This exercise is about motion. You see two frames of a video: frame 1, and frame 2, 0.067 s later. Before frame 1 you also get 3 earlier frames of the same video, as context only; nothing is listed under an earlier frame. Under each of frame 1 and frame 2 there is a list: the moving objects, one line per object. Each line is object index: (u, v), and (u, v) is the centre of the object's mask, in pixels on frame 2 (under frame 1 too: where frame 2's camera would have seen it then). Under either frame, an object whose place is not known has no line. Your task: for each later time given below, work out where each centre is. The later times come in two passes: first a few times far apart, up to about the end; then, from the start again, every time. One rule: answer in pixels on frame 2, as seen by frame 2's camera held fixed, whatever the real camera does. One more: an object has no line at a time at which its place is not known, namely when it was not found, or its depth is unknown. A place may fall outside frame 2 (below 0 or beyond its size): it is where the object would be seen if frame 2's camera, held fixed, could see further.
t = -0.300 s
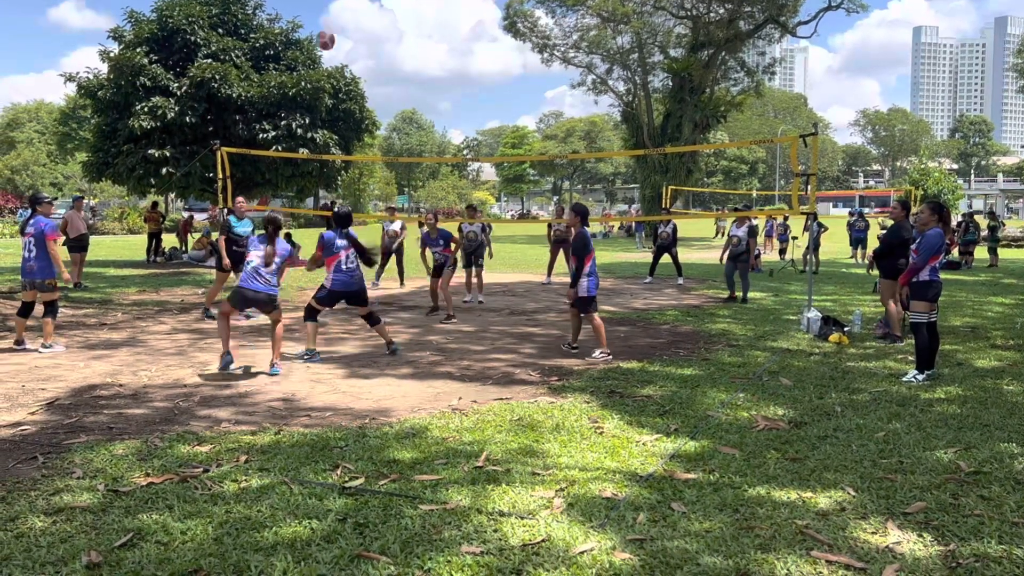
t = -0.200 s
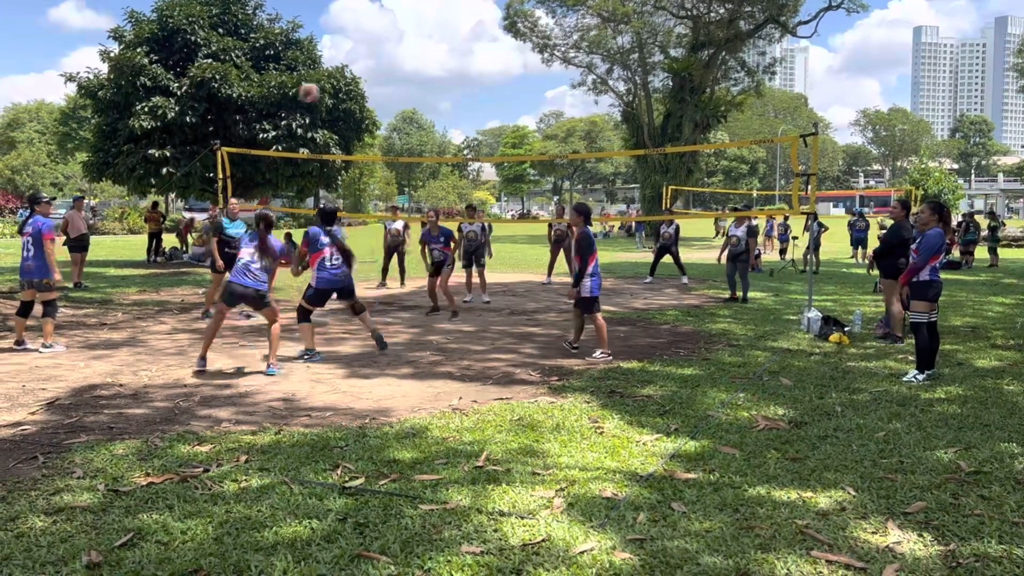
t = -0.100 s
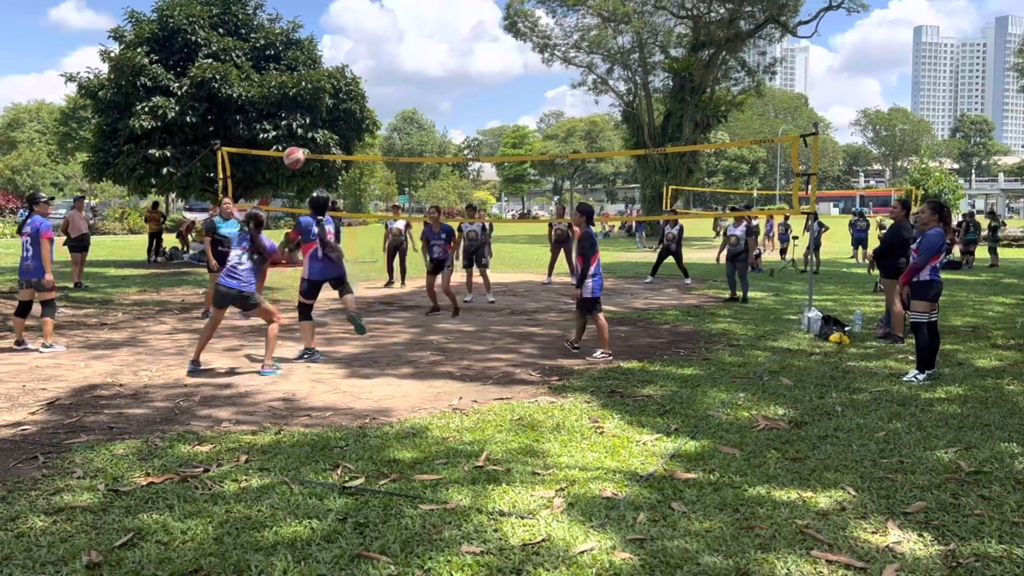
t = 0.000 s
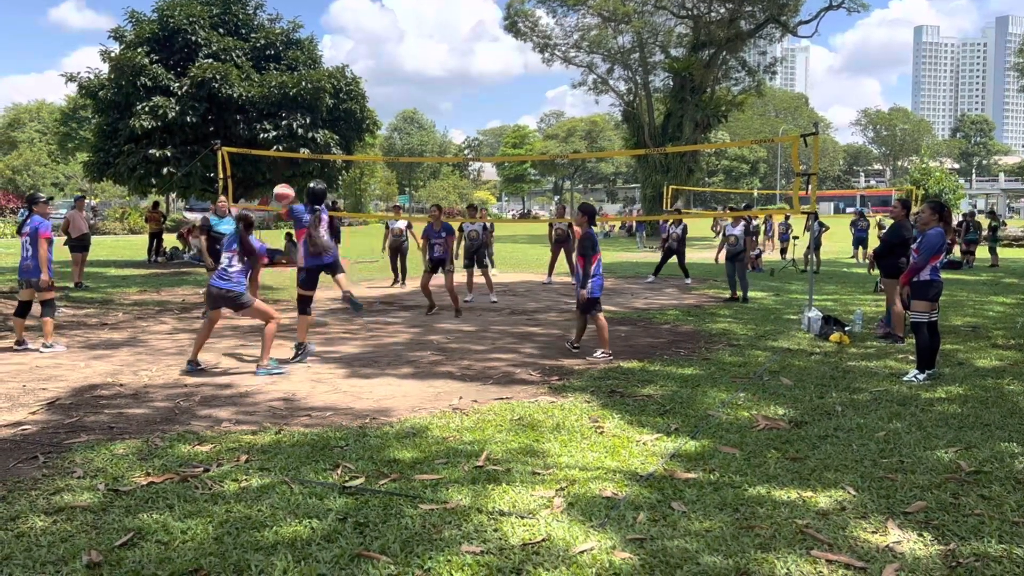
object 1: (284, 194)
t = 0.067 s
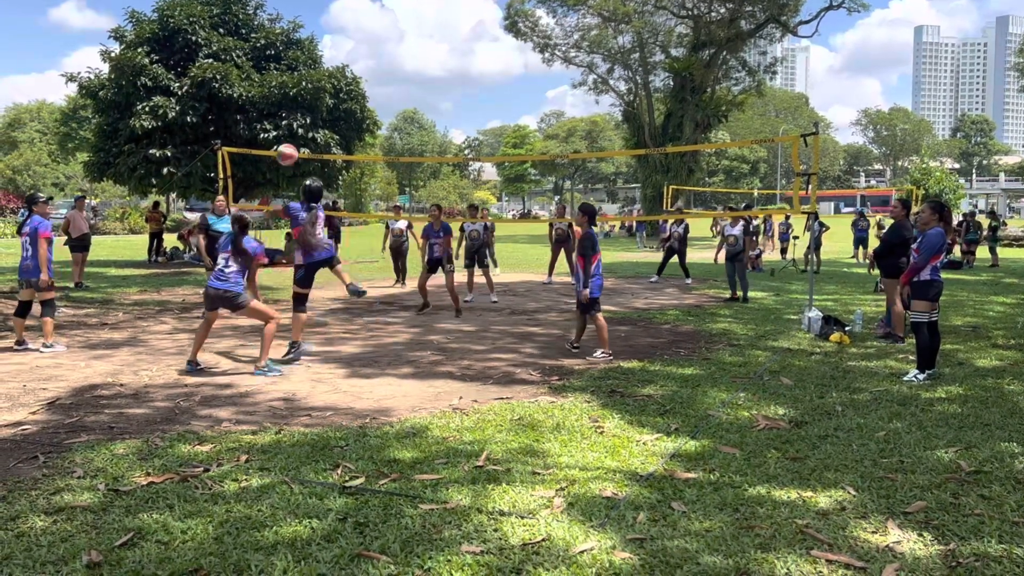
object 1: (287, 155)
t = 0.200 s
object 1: (294, 91)
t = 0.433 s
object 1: (304, 24)
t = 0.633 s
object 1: (314, 11)
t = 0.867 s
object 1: (325, 45)
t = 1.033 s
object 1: (332, 96)
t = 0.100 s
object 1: (288, 136)
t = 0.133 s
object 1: (290, 120)
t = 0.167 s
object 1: (292, 104)
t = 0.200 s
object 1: (294, 91)
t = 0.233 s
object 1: (295, 76)
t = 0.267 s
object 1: (297, 65)
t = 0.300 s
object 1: (298, 54)
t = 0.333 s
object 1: (300, 44)
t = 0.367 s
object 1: (301, 36)
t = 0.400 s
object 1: (303, 30)
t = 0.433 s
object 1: (304, 24)
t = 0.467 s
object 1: (306, 19)
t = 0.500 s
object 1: (307, 15)
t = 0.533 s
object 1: (309, 13)
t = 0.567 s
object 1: (311, 11)
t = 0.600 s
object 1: (312, 10)
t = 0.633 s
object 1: (314, 11)
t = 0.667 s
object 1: (315, 13)
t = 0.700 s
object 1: (317, 16)
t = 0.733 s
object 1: (318, 20)
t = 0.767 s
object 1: (320, 24)
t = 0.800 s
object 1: (321, 30)
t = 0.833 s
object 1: (323, 37)
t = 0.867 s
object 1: (325, 45)
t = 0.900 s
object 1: (326, 53)
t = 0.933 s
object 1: (329, 63)
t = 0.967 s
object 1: (329, 73)
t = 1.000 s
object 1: (330, 85)
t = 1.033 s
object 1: (332, 96)
